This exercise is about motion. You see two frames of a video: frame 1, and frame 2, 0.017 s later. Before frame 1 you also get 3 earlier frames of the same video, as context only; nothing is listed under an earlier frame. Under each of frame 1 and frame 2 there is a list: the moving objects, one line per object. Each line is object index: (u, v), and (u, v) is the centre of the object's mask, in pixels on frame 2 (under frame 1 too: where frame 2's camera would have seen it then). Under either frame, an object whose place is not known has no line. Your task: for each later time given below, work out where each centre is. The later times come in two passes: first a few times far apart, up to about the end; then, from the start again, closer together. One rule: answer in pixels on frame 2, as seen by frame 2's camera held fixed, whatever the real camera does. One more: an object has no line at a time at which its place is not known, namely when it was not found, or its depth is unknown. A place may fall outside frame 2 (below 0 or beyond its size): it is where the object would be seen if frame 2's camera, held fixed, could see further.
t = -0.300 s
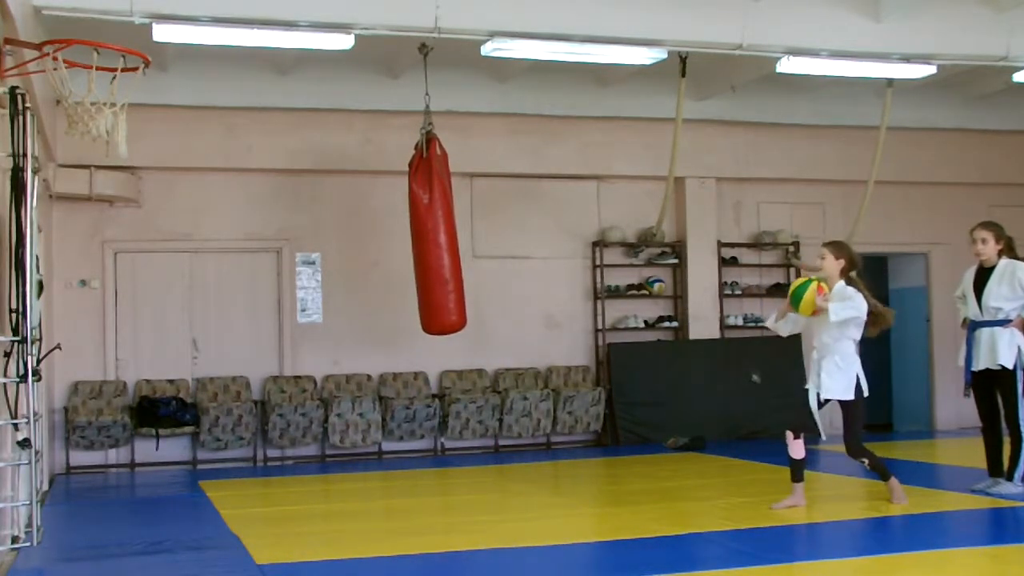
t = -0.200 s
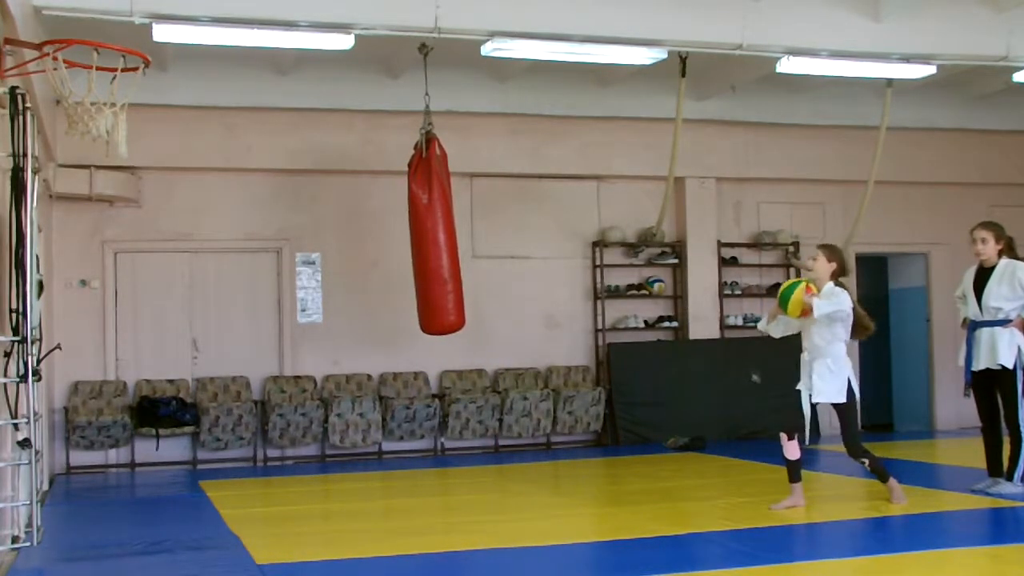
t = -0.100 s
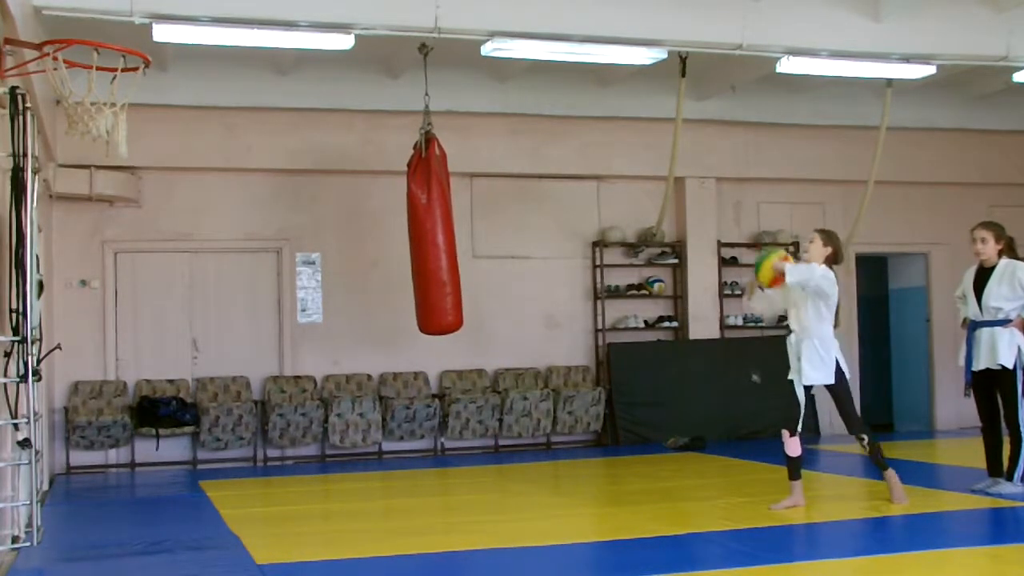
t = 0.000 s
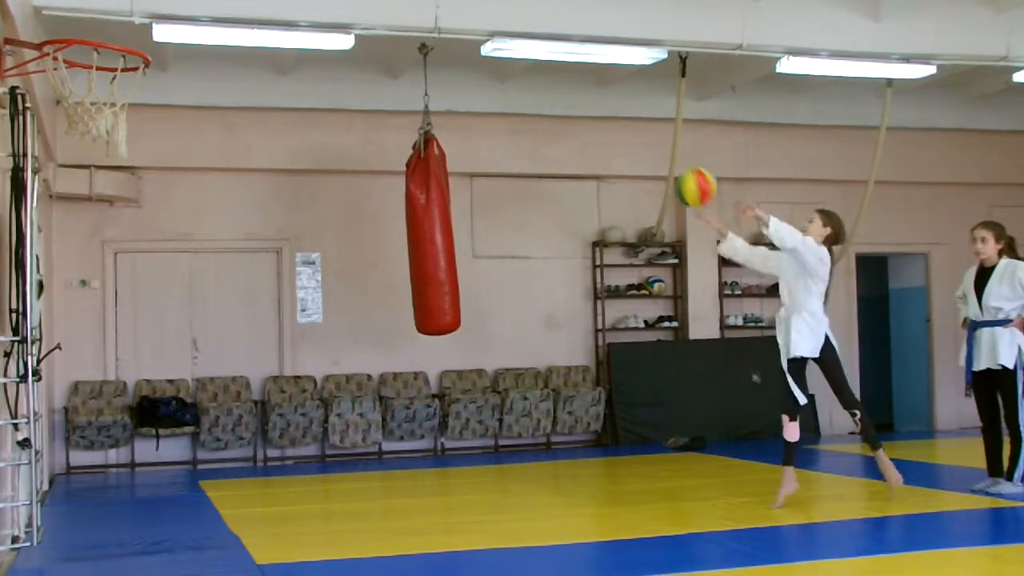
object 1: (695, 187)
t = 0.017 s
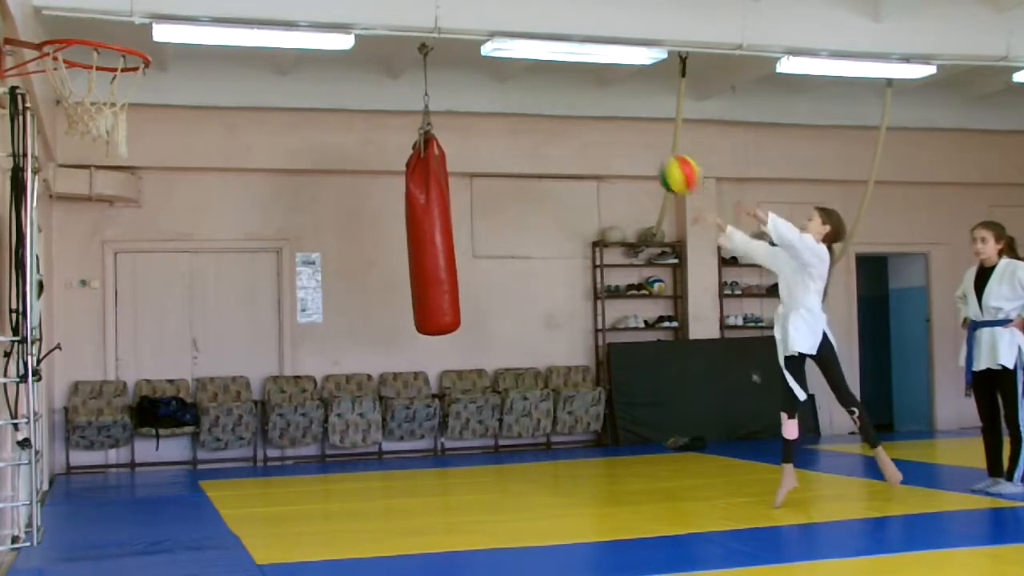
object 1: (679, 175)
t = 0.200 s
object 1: (506, 71)
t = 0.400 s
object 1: (324, 26)
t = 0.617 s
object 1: (129, 71)
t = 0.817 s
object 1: (87, 163)
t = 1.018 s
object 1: (228, 296)
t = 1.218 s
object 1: (345, 485)
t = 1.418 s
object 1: (423, 381)
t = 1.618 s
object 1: (496, 307)
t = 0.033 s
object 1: (664, 163)
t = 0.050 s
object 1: (647, 151)
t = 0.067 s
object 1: (632, 140)
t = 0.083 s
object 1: (616, 130)
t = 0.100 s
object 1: (600, 120)
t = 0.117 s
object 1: (585, 110)
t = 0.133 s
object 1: (569, 101)
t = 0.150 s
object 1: (553, 92)
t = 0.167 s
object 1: (539, 85)
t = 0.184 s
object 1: (522, 77)
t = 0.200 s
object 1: (506, 71)
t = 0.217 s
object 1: (491, 65)
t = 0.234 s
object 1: (475, 58)
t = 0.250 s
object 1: (461, 52)
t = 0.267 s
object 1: (445, 47)
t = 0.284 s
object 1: (430, 44)
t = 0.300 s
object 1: (416, 39)
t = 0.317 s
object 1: (400, 37)
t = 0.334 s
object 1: (384, 33)
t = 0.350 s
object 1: (370, 31)
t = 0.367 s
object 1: (355, 29)
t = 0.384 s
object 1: (340, 27)
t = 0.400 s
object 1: (324, 26)
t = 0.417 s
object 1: (310, 26)
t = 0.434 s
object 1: (294, 26)
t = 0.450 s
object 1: (279, 27)
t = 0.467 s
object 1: (265, 27)
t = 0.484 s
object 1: (249, 29)
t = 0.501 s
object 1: (234, 32)
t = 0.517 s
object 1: (219, 37)
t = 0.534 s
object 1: (203, 41)
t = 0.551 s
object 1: (189, 44)
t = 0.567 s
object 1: (174, 49)
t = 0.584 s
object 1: (161, 54)
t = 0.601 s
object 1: (149, 59)
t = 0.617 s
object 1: (129, 71)
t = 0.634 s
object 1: (114, 73)
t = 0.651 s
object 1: (100, 79)
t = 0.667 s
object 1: (88, 85)
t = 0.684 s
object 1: (68, 93)
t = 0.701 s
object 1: (51, 106)
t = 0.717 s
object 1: (47, 113)
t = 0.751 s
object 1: (47, 131)
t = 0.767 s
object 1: (53, 138)
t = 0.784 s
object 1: (61, 147)
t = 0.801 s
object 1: (74, 155)
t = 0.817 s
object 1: (87, 163)
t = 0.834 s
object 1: (99, 171)
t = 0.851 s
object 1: (113, 181)
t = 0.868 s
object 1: (125, 189)
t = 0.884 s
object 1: (137, 200)
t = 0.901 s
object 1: (149, 211)
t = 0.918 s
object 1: (160, 223)
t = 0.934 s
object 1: (172, 233)
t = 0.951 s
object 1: (184, 244)
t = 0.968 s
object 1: (196, 256)
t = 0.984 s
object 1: (207, 269)
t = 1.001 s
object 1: (217, 283)
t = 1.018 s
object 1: (228, 296)
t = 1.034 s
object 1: (238, 310)
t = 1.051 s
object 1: (249, 324)
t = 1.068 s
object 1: (259, 339)
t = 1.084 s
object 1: (269, 354)
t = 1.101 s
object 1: (279, 369)
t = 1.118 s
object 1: (288, 386)
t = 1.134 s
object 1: (299, 401)
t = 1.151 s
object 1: (308, 418)
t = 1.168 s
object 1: (318, 434)
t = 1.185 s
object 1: (327, 452)
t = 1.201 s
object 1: (336, 468)
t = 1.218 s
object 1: (345, 485)
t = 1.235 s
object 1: (354, 503)
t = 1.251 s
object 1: (361, 496)
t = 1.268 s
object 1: (366, 481)
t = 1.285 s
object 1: (374, 467)
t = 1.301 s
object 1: (380, 455)
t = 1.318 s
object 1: (386, 444)
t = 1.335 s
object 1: (392, 431)
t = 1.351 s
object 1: (399, 420)
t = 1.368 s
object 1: (404, 409)
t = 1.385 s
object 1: (412, 398)
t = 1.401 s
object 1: (417, 389)
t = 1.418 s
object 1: (423, 381)
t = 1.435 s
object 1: (429, 372)
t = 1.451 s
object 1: (434, 363)
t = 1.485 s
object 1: (447, 347)
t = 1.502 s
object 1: (453, 340)
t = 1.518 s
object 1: (459, 334)
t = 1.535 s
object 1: (465, 328)
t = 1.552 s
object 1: (471, 323)
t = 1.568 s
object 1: (478, 318)
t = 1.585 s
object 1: (484, 314)
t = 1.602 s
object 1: (489, 310)
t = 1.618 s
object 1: (496, 307)
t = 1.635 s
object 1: (502, 304)
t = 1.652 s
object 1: (508, 302)
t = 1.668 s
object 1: (514, 300)
